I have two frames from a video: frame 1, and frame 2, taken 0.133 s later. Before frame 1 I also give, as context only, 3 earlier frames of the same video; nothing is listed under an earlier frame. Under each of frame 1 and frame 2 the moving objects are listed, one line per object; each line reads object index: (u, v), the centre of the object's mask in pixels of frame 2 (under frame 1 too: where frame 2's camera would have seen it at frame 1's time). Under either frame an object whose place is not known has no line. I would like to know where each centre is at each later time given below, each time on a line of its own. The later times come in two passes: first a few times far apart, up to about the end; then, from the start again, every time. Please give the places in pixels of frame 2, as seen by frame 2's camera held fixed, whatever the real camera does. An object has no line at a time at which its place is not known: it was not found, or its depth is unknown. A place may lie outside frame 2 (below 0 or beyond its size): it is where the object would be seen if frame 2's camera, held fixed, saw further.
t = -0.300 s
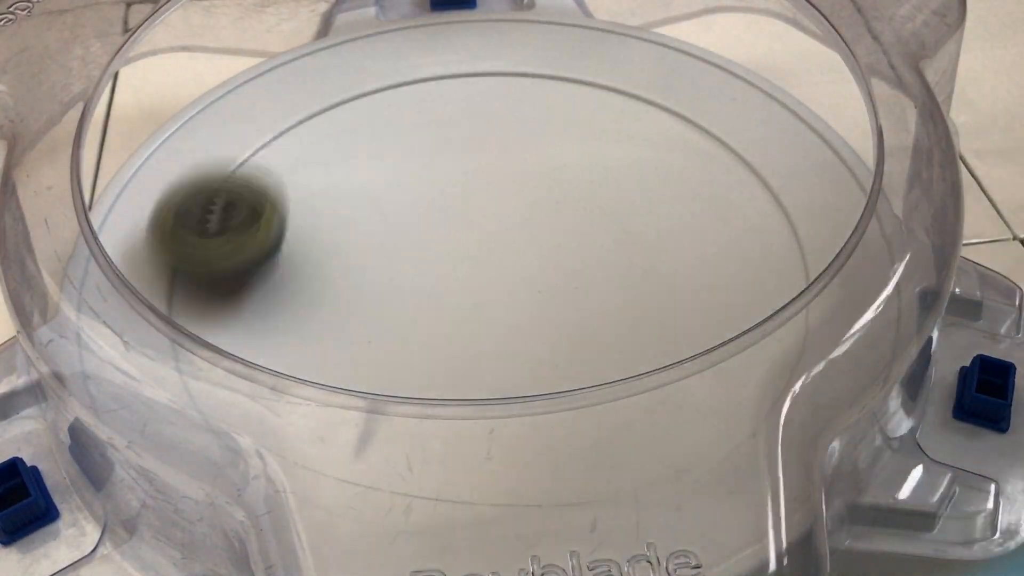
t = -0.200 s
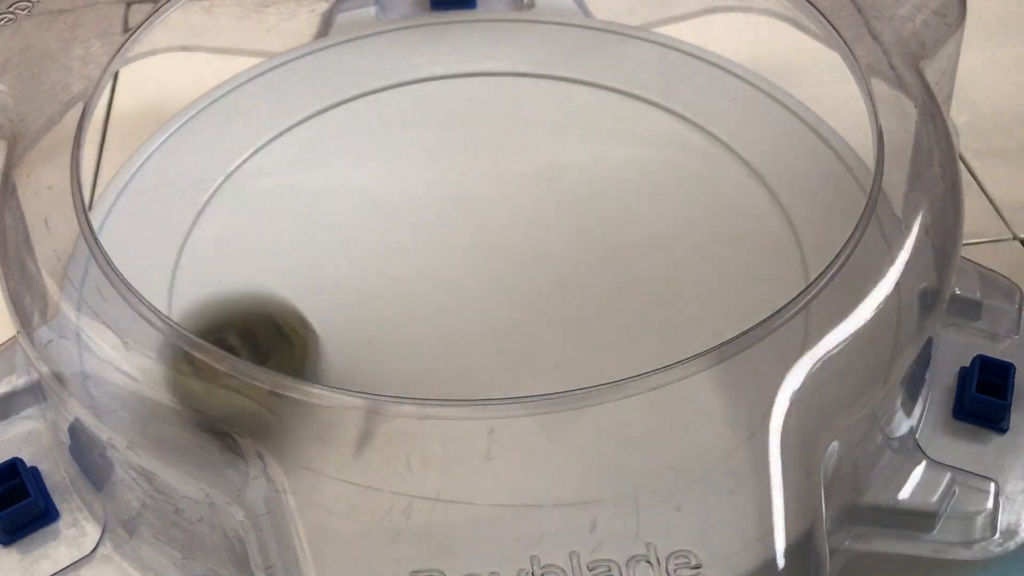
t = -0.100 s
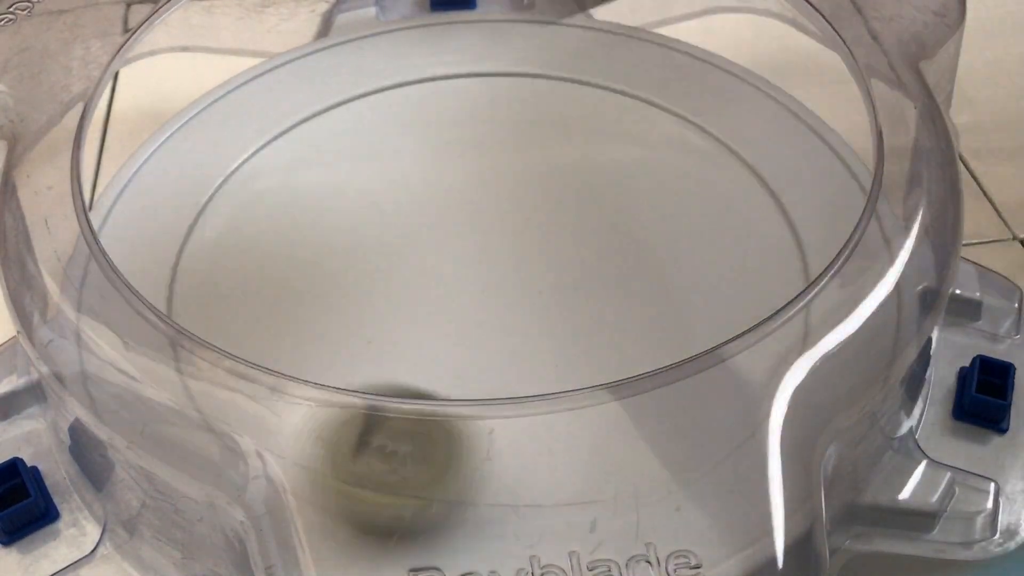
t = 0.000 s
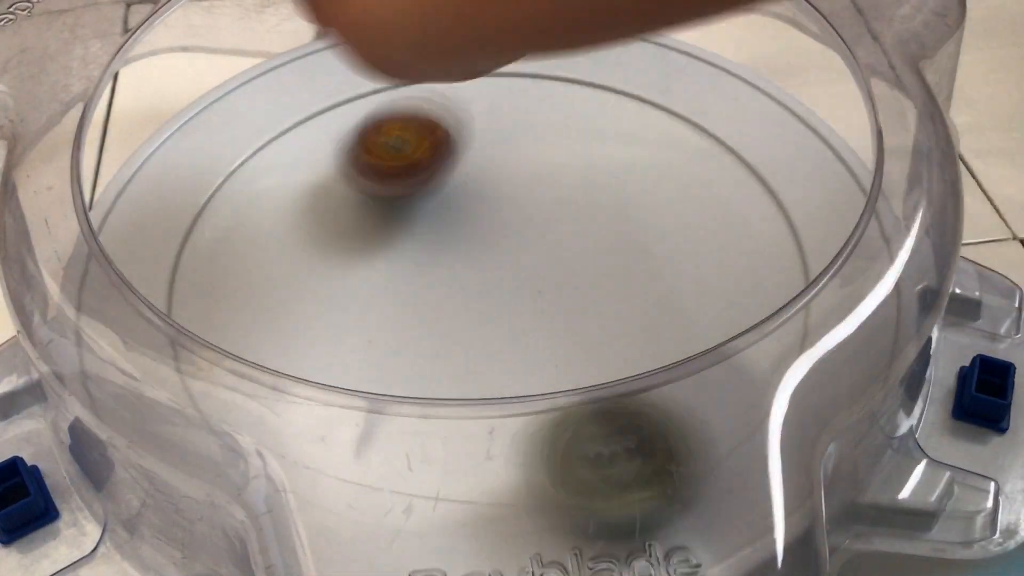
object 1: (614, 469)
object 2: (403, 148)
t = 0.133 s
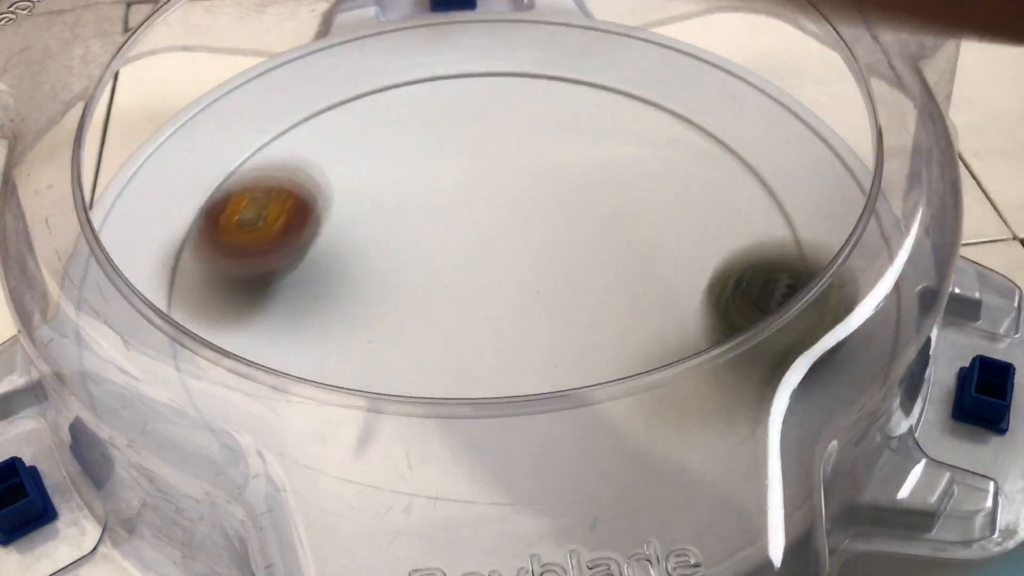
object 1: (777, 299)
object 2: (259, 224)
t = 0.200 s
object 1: (786, 222)
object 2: (244, 288)
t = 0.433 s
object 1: (535, 82)
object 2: (646, 449)
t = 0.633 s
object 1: (270, 183)
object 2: (742, 188)
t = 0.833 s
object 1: (299, 408)
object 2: (410, 113)
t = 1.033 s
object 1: (663, 434)
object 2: (183, 312)
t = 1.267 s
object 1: (707, 161)
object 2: (643, 442)
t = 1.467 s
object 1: (459, 91)
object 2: (685, 164)
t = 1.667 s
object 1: (239, 213)
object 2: (396, 67)
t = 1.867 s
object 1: (367, 417)
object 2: (180, 251)
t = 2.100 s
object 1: (709, 298)
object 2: (547, 424)
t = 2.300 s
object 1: (649, 126)
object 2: (744, 192)
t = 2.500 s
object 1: (421, 109)
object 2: (531, 45)
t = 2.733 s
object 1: (312, 304)
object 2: (261, 187)
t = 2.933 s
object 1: (626, 412)
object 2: (340, 388)
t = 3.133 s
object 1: (772, 252)
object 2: (601, 366)
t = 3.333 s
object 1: (715, 106)
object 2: (587, 210)
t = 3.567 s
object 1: (474, 130)
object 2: (329, 187)
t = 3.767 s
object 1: (396, 247)
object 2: (251, 307)
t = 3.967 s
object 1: (550, 311)
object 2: (387, 443)
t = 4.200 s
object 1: (654, 233)
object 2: (625, 328)
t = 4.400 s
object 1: (616, 75)
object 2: (570, 304)
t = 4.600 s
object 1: (489, 86)
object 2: (502, 257)
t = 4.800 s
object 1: (425, 117)
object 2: (371, 292)
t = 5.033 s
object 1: (457, 186)
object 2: (338, 375)
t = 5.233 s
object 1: (571, 246)
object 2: (387, 357)
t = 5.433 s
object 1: (658, 256)
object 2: (461, 319)
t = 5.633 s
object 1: (673, 238)
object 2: (518, 212)
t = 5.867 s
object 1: (539, 274)
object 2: (502, 137)
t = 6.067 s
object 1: (444, 331)
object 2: (493, 151)
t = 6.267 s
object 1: (434, 358)
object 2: (491, 181)
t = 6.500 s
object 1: (438, 347)
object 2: (545, 225)
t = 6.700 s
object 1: (418, 340)
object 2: (567, 220)
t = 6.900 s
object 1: (422, 276)
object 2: (562, 228)
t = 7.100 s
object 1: (399, 214)
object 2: (532, 247)
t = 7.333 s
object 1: (400, 200)
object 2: (467, 285)
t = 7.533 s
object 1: (467, 200)
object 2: (442, 299)
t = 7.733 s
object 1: (541, 192)
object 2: (441, 293)
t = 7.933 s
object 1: (575, 195)
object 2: (456, 278)
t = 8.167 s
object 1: (611, 208)
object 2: (468, 260)
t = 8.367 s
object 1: (615, 234)
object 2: (465, 257)
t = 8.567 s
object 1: (642, 250)
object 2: (431, 258)
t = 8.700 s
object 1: (607, 264)
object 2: (433, 258)
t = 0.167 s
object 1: (779, 256)
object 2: (248, 248)
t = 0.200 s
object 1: (786, 222)
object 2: (244, 288)
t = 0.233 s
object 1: (771, 187)
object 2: (259, 321)
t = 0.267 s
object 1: (746, 155)
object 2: (273, 379)
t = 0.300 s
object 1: (713, 127)
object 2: (317, 426)
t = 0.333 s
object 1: (673, 107)
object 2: (382, 469)
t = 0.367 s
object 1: (629, 93)
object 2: (471, 477)
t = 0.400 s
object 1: (583, 84)
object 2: (568, 468)
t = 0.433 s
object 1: (535, 82)
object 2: (646, 449)
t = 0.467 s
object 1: (485, 84)
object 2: (705, 409)
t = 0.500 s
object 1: (438, 93)
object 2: (746, 353)
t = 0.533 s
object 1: (389, 107)
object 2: (775, 309)
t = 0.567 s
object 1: (345, 126)
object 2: (773, 262)
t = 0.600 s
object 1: (307, 150)
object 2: (773, 232)
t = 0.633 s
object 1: (270, 183)
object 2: (742, 188)
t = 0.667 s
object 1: (244, 217)
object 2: (701, 157)
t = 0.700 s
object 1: (230, 253)
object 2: (652, 131)
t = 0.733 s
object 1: (229, 287)
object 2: (594, 114)
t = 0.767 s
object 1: (245, 316)
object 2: (533, 105)
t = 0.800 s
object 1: (262, 368)
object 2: (472, 106)
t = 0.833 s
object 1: (299, 408)
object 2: (410, 113)
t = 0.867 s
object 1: (346, 441)
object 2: (351, 130)
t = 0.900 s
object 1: (408, 467)
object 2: (296, 155)
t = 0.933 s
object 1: (470, 472)
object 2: (246, 189)
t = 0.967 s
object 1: (544, 466)
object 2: (211, 227)
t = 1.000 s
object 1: (602, 456)
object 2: (192, 268)
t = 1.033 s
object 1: (663, 434)
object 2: (183, 312)
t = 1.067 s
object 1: (703, 392)
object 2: (230, 374)
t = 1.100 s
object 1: (729, 341)
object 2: (283, 427)
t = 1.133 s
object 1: (737, 293)
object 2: (353, 465)
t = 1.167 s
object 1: (755, 262)
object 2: (424, 478)
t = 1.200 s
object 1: (752, 226)
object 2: (503, 476)
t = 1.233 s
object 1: (736, 193)
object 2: (576, 464)
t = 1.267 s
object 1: (707, 161)
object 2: (643, 442)
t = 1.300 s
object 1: (672, 137)
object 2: (692, 398)
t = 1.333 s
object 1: (637, 118)
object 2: (717, 326)
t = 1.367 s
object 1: (596, 105)
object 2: (729, 286)
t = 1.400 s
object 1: (551, 94)
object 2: (731, 246)
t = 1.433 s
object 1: (506, 90)
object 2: (717, 206)
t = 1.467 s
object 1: (459, 91)
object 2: (685, 164)
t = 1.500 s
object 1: (414, 97)
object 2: (646, 131)
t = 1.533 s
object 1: (371, 107)
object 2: (605, 106)
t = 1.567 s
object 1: (326, 127)
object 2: (555, 85)
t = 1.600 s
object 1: (294, 149)
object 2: (501, 71)
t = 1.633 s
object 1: (261, 179)
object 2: (449, 67)
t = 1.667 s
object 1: (239, 213)
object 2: (396, 67)
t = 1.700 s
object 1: (229, 247)
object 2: (342, 76)
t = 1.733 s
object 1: (231, 285)
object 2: (292, 93)
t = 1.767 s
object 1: (249, 312)
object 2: (248, 127)
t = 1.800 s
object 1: (275, 348)
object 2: (211, 167)
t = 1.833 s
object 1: (316, 386)
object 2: (188, 206)
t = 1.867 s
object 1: (367, 417)
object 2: (180, 251)
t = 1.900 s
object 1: (424, 428)
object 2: (187, 298)
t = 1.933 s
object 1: (484, 433)
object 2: (218, 327)
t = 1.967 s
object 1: (550, 423)
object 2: (261, 376)
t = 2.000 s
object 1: (602, 408)
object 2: (321, 410)
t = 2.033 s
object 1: (649, 372)
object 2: (395, 428)
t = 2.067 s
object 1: (687, 342)
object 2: (471, 433)
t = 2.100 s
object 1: (709, 298)
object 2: (547, 424)
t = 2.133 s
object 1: (728, 271)
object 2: (612, 398)
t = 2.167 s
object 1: (730, 235)
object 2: (664, 354)
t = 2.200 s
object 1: (722, 202)
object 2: (702, 308)
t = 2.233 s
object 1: (702, 170)
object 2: (732, 276)
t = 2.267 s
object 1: (680, 147)
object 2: (746, 239)
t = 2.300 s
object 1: (649, 126)
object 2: (744, 192)
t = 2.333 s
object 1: (615, 111)
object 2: (731, 154)
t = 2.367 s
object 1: (580, 101)
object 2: (708, 118)
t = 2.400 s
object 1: (540, 96)
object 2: (675, 87)
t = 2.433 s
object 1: (502, 95)
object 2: (637, 64)
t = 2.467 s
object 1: (458, 100)
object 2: (584, 52)
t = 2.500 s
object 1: (421, 109)
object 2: (531, 45)
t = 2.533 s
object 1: (386, 126)
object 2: (481, 45)
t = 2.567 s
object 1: (353, 147)
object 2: (435, 51)
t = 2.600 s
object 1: (323, 176)
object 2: (390, 64)
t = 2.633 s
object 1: (308, 203)
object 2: (348, 85)
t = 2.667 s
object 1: (298, 237)
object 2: (312, 114)
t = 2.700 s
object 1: (299, 270)
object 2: (280, 150)
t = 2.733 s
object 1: (312, 304)
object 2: (261, 187)
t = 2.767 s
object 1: (335, 329)
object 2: (252, 231)
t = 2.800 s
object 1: (370, 346)
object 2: (254, 276)
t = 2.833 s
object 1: (412, 360)
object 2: (275, 312)
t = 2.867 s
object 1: (469, 380)
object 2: (301, 337)
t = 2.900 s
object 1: (557, 412)
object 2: (315, 360)
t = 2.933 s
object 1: (626, 412)
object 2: (340, 388)
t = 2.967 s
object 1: (704, 415)
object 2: (381, 415)
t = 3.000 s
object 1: (754, 394)
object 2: (428, 418)
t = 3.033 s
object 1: (771, 345)
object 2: (475, 420)
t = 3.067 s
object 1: (776, 308)
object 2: (522, 416)
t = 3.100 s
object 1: (780, 283)
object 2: (567, 391)
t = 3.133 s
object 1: (772, 252)
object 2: (601, 366)
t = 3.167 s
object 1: (775, 229)
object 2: (627, 333)
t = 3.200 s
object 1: (766, 203)
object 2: (646, 309)
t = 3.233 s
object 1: (752, 180)
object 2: (651, 277)
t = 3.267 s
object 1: (735, 162)
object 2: (644, 246)
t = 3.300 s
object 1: (730, 131)
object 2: (616, 228)
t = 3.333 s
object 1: (715, 106)
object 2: (587, 210)
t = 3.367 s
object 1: (679, 98)
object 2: (552, 195)
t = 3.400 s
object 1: (642, 97)
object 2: (514, 183)
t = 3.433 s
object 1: (604, 96)
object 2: (474, 175)
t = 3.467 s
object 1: (568, 98)
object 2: (435, 172)
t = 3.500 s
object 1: (533, 104)
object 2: (398, 173)
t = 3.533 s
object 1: (503, 115)
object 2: (361, 178)
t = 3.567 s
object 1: (474, 130)
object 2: (329, 187)
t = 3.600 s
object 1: (451, 147)
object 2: (300, 202)
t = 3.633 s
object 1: (431, 166)
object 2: (275, 220)
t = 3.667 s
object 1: (414, 187)
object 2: (256, 240)
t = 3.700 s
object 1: (404, 207)
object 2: (244, 264)
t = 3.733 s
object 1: (398, 227)
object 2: (240, 289)
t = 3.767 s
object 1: (396, 247)
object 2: (251, 307)
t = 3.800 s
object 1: (400, 269)
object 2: (273, 326)
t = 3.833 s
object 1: (407, 290)
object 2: (300, 341)
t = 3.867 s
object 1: (446, 302)
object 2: (296, 380)
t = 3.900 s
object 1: (483, 308)
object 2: (316, 412)
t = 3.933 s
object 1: (518, 310)
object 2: (346, 433)
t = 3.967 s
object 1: (550, 311)
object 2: (387, 443)
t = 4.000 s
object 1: (575, 307)
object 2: (430, 448)
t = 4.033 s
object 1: (599, 300)
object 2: (477, 457)
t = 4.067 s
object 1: (618, 290)
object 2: (525, 451)
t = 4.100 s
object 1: (632, 280)
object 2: (561, 420)
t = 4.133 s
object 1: (643, 267)
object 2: (596, 386)
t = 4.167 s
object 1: (650, 252)
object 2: (612, 347)
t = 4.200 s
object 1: (654, 233)
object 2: (625, 328)
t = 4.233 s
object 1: (662, 195)
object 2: (616, 327)
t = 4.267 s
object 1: (665, 159)
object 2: (605, 324)
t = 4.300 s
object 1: (659, 125)
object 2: (594, 320)
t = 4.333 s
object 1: (648, 100)
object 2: (585, 314)
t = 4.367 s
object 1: (633, 85)
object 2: (577, 309)
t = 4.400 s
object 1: (616, 75)
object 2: (570, 304)
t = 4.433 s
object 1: (597, 71)
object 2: (562, 297)
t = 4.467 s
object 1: (577, 69)
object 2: (552, 291)
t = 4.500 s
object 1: (556, 69)
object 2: (542, 283)
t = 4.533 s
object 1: (535, 72)
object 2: (529, 274)
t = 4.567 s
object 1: (512, 77)
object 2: (516, 265)
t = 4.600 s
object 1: (489, 86)
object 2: (502, 257)
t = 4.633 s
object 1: (466, 99)
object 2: (485, 248)
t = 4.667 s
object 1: (446, 115)
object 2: (469, 241)
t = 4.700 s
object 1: (428, 133)
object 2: (451, 232)
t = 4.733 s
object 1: (423, 130)
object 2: (422, 253)
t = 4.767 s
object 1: (424, 121)
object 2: (393, 274)
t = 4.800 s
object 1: (425, 117)
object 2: (371, 292)
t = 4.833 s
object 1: (424, 119)
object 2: (351, 309)
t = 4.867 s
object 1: (423, 124)
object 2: (339, 326)
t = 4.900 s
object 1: (422, 132)
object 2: (330, 339)
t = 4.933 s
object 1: (424, 143)
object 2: (330, 347)
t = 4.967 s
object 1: (431, 157)
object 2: (332, 353)
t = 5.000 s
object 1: (442, 171)
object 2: (333, 369)
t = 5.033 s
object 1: (457, 186)
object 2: (338, 375)
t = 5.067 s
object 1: (474, 199)
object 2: (343, 376)
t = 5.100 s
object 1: (493, 212)
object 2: (353, 375)
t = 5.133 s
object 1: (513, 222)
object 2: (359, 375)
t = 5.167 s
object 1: (532, 232)
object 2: (368, 372)
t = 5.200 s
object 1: (552, 240)
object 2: (379, 360)
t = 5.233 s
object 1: (571, 246)
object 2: (387, 357)
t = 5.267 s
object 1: (589, 250)
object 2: (396, 355)
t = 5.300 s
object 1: (605, 253)
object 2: (406, 353)
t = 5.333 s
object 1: (620, 255)
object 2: (418, 349)
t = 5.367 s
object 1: (633, 257)
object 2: (431, 344)
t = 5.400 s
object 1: (646, 257)
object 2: (445, 334)
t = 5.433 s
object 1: (658, 256)
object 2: (461, 319)
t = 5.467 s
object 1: (669, 255)
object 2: (476, 305)
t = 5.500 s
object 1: (678, 252)
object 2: (489, 287)
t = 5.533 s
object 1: (684, 248)
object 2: (501, 268)
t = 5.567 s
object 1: (685, 244)
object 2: (509, 251)
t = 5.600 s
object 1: (682, 240)
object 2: (514, 231)
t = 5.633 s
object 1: (673, 238)
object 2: (518, 212)
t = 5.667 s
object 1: (661, 237)
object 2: (518, 195)
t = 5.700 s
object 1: (646, 238)
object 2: (517, 179)
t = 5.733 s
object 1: (627, 242)
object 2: (515, 164)
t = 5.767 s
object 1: (605, 248)
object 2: (511, 153)
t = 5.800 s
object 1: (583, 256)
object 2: (508, 145)
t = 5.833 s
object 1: (561, 264)
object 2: (505, 139)
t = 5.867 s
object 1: (539, 274)
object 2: (502, 137)
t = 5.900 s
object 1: (518, 284)
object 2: (500, 137)
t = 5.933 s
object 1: (500, 293)
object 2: (499, 137)
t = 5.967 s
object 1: (483, 303)
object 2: (497, 139)
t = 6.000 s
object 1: (468, 313)
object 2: (495, 142)
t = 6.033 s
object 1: (455, 322)
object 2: (495, 146)
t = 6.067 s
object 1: (444, 331)
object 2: (493, 151)
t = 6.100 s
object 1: (435, 340)
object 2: (492, 155)
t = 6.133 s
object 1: (429, 346)
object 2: (491, 158)
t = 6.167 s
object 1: (426, 351)
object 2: (492, 162)
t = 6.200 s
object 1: (426, 354)
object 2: (492, 167)
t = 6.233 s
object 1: (429, 357)
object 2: (492, 172)
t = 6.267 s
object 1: (434, 358)
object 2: (491, 181)
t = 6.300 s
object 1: (440, 357)
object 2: (492, 192)
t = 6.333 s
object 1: (448, 355)
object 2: (494, 203)
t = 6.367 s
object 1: (455, 351)
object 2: (496, 215)
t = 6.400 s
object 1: (461, 344)
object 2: (499, 230)
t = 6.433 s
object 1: (463, 338)
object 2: (509, 239)
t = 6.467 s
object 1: (448, 345)
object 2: (528, 232)
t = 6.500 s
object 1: (438, 347)
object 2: (545, 225)
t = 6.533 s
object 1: (431, 349)
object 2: (557, 220)
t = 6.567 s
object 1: (425, 349)
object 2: (563, 219)
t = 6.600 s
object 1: (421, 349)
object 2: (565, 219)
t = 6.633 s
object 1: (418, 347)
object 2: (566, 219)
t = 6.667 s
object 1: (418, 344)
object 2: (567, 219)
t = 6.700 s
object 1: (418, 340)
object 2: (567, 220)
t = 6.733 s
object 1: (420, 334)
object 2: (567, 220)
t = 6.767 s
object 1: (422, 324)
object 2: (567, 221)
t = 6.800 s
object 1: (422, 314)
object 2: (566, 223)
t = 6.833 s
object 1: (423, 303)
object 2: (565, 224)
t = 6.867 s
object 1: (424, 289)
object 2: (564, 226)
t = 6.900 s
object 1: (422, 276)
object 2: (562, 228)
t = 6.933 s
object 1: (419, 263)
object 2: (560, 229)
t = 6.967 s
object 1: (416, 252)
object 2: (557, 232)
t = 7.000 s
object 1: (413, 241)
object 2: (553, 235)
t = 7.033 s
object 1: (408, 231)
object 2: (548, 238)
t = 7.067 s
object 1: (404, 222)
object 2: (541, 242)
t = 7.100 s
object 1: (399, 214)
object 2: (532, 247)
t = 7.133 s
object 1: (394, 209)
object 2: (523, 252)
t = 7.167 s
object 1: (391, 205)
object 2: (514, 257)
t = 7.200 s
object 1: (389, 202)
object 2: (503, 263)
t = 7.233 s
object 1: (389, 201)
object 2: (493, 269)
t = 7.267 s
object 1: (391, 200)
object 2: (484, 274)
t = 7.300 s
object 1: (396, 200)
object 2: (475, 278)
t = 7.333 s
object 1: (400, 200)
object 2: (467, 285)
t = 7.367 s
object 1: (408, 200)
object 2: (460, 290)
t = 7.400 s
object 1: (417, 201)
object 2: (454, 294)
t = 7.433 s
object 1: (429, 201)
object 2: (449, 297)
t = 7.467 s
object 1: (441, 200)
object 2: (445, 299)
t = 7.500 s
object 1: (454, 200)
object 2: (442, 299)
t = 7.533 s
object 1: (467, 200)
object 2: (442, 299)
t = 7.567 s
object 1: (482, 199)
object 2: (441, 299)
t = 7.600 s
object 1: (495, 198)
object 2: (440, 298)
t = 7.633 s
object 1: (508, 196)
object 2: (440, 298)
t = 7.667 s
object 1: (519, 194)
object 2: (440, 296)
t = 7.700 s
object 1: (531, 193)
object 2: (441, 295)
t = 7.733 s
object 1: (541, 192)
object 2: (441, 293)
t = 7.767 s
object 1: (550, 190)
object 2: (442, 292)
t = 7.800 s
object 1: (557, 189)
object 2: (444, 290)
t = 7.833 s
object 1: (563, 189)
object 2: (446, 288)
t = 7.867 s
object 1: (568, 190)
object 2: (448, 286)
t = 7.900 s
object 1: (572, 192)
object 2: (452, 282)
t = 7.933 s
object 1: (575, 195)
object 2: (456, 278)
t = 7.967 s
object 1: (576, 198)
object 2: (462, 273)
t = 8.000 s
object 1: (577, 203)
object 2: (468, 267)
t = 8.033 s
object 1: (584, 205)
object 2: (469, 264)
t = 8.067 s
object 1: (594, 205)
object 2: (466, 263)
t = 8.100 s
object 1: (601, 206)
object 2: (466, 262)
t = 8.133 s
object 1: (607, 206)
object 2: (467, 261)
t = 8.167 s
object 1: (611, 208)
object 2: (468, 260)
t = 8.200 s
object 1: (613, 211)
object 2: (469, 259)
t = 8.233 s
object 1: (614, 214)
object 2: (471, 258)
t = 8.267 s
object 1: (612, 218)
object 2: (473, 258)
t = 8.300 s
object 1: (610, 223)
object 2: (475, 257)
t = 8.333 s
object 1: (607, 229)
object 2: (477, 257)
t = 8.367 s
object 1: (615, 234)
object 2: (465, 257)
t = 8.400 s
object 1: (628, 238)
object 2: (450, 256)
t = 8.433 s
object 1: (636, 240)
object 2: (438, 258)
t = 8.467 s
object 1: (640, 242)
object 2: (432, 258)
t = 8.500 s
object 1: (644, 246)
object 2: (431, 257)
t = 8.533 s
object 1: (644, 248)
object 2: (431, 258)
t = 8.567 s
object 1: (642, 250)
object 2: (431, 258)
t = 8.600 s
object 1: (636, 252)
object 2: (431, 258)
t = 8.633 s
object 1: (628, 256)
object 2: (431, 258)
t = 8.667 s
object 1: (619, 260)
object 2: (433, 258)
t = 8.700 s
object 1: (607, 264)
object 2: (433, 258)
